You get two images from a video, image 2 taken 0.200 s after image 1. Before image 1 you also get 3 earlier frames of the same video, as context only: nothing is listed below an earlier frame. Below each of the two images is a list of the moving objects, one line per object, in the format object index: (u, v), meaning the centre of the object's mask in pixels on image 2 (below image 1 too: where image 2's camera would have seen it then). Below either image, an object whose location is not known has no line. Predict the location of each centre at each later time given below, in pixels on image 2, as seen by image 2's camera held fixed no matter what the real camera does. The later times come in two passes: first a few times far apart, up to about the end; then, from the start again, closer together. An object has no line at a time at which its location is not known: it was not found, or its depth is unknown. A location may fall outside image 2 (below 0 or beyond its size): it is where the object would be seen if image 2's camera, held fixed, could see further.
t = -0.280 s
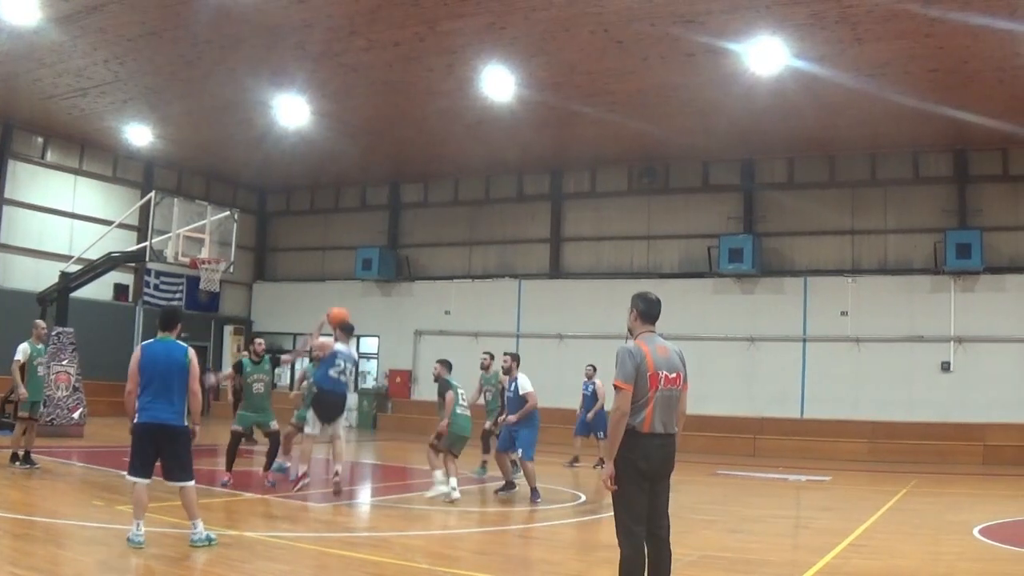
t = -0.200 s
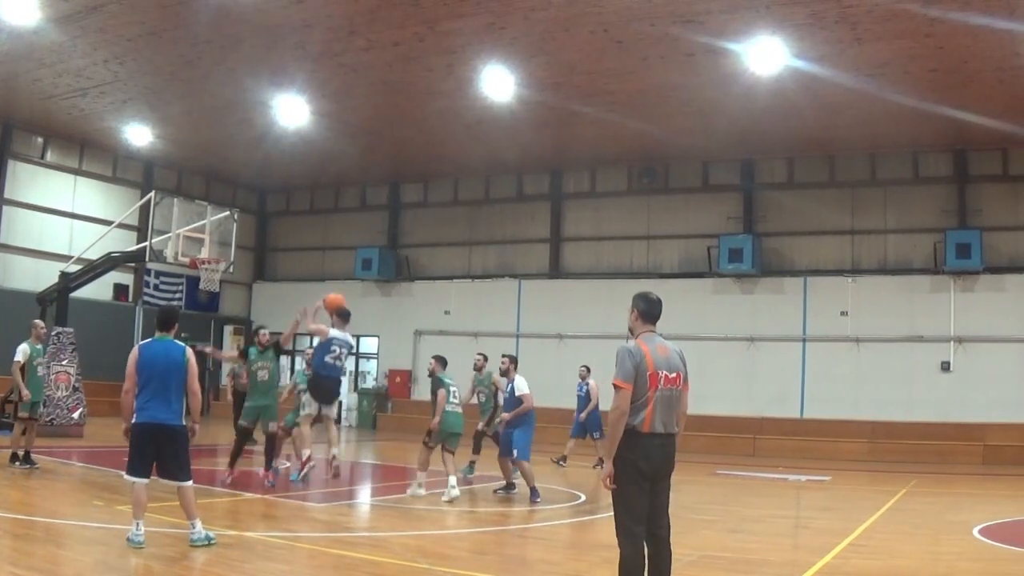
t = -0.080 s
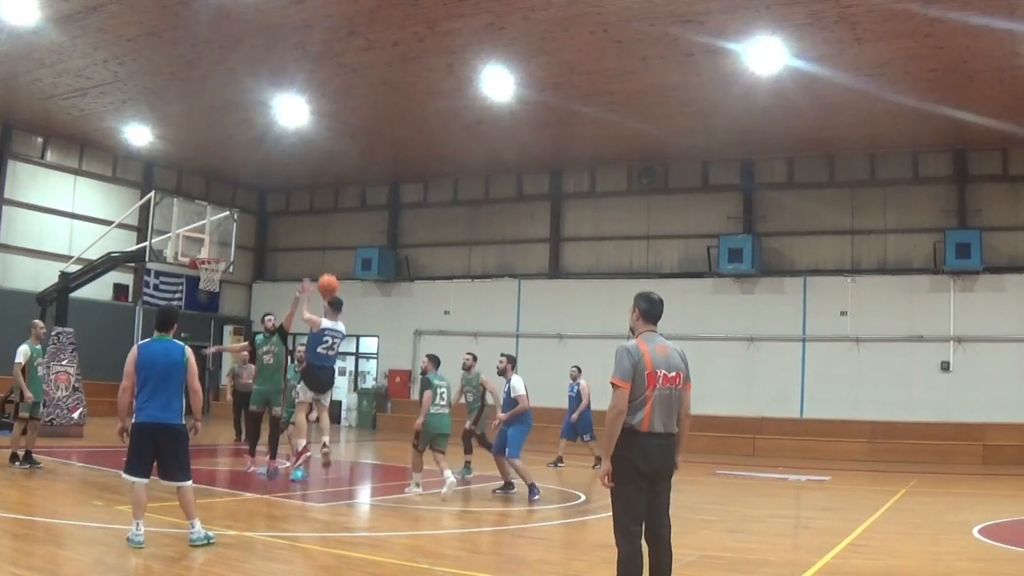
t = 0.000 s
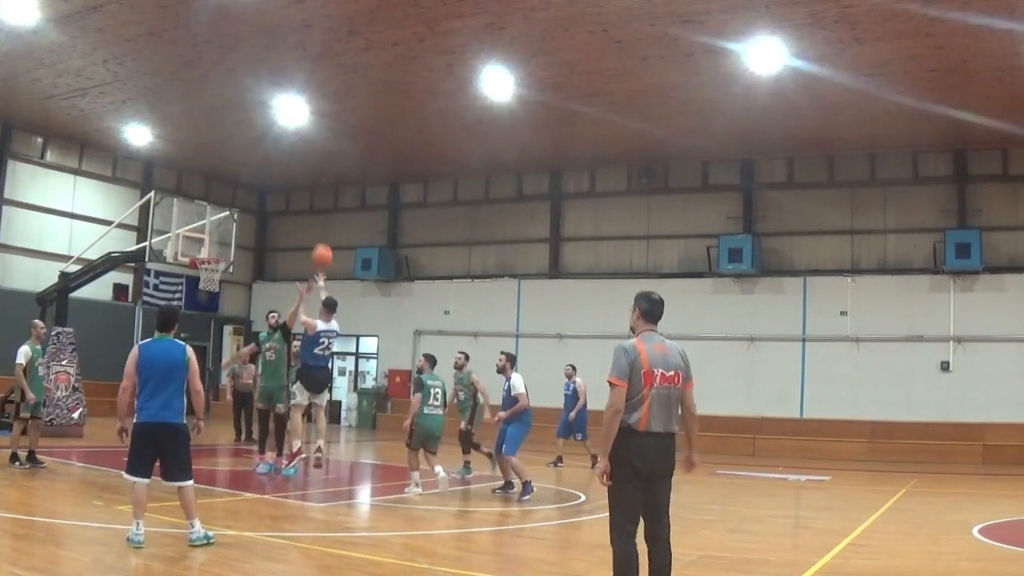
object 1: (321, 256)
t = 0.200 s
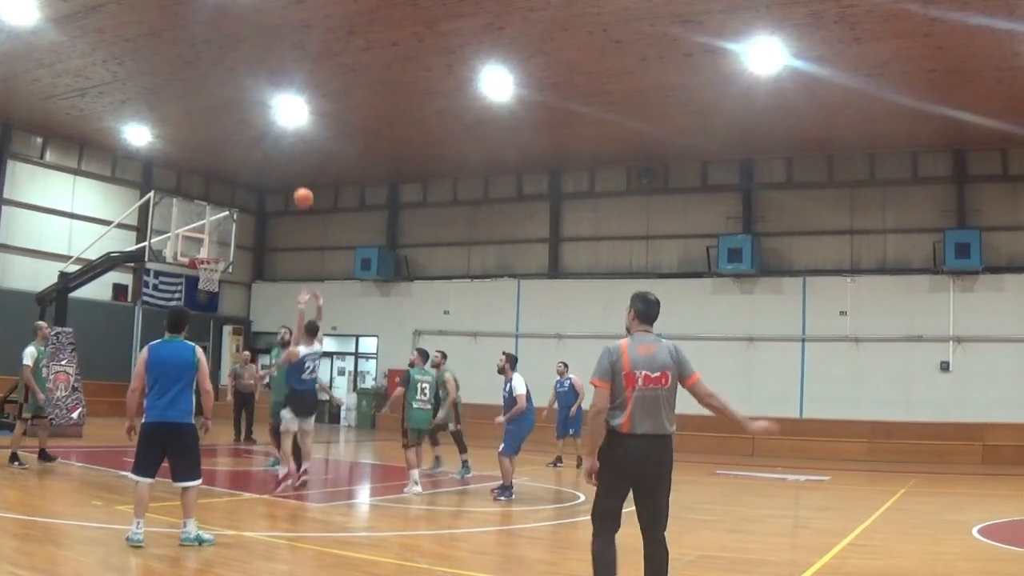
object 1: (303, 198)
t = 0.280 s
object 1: (296, 185)
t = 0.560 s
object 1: (272, 179)
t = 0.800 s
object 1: (251, 214)
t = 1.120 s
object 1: (222, 311)
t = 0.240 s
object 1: (300, 190)
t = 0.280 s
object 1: (296, 185)
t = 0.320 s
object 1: (293, 180)
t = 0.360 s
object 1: (289, 177)
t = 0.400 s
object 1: (285, 175)
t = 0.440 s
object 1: (282, 175)
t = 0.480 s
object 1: (279, 175)
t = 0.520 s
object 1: (275, 177)
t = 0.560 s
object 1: (272, 179)
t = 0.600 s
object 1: (268, 182)
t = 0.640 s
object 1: (265, 187)
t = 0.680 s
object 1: (262, 193)
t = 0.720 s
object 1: (258, 199)
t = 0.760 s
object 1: (255, 206)
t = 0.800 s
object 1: (251, 214)
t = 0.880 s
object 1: (243, 233)
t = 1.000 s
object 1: (233, 269)
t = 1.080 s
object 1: (225, 297)
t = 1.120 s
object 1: (222, 311)
